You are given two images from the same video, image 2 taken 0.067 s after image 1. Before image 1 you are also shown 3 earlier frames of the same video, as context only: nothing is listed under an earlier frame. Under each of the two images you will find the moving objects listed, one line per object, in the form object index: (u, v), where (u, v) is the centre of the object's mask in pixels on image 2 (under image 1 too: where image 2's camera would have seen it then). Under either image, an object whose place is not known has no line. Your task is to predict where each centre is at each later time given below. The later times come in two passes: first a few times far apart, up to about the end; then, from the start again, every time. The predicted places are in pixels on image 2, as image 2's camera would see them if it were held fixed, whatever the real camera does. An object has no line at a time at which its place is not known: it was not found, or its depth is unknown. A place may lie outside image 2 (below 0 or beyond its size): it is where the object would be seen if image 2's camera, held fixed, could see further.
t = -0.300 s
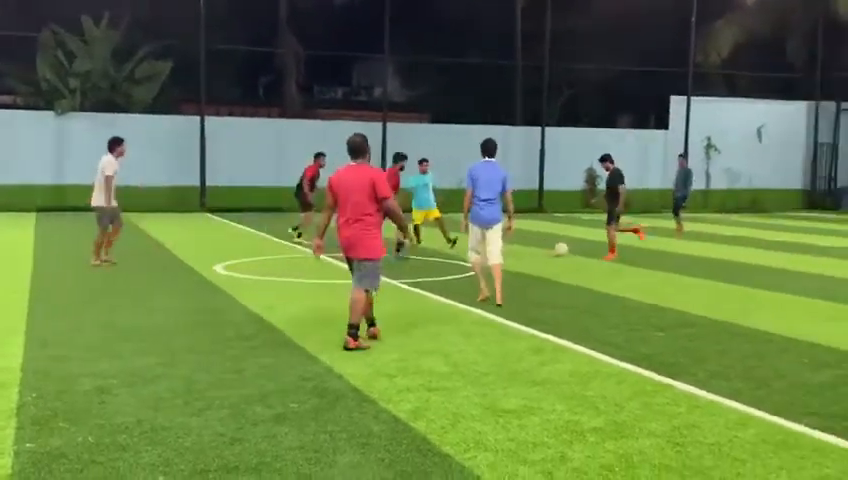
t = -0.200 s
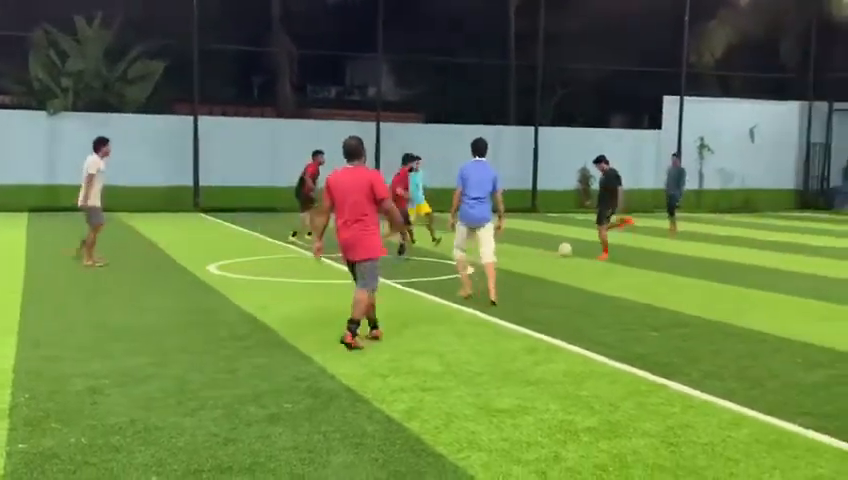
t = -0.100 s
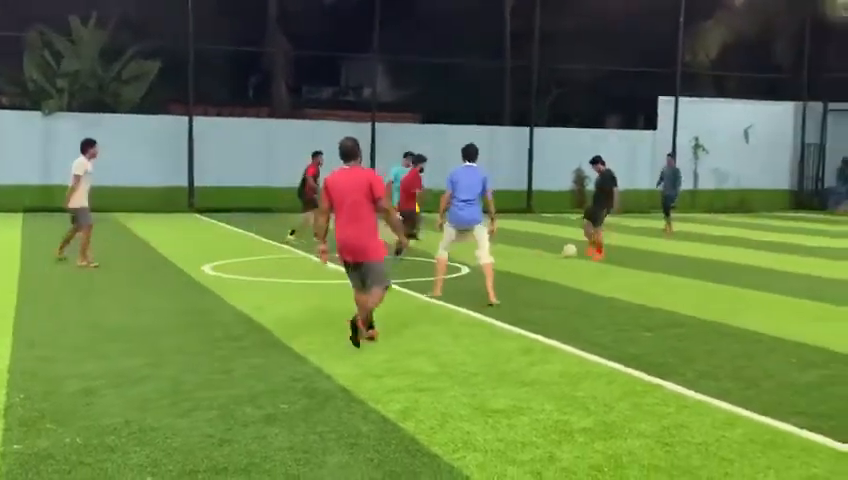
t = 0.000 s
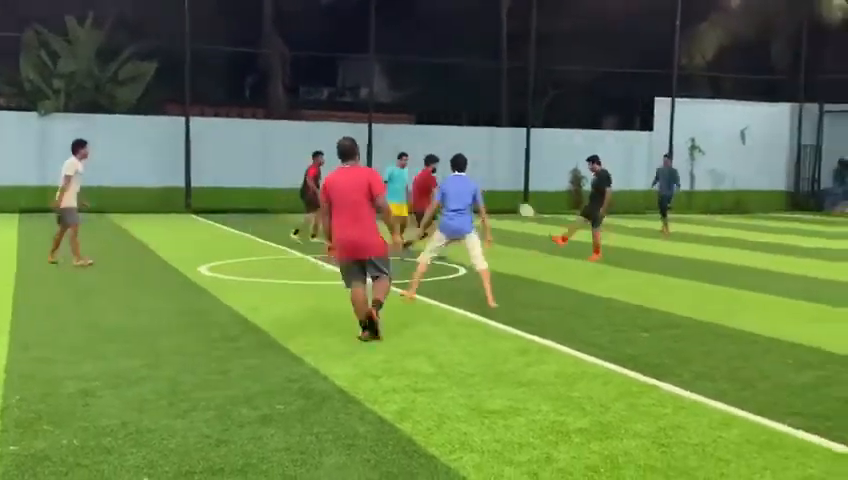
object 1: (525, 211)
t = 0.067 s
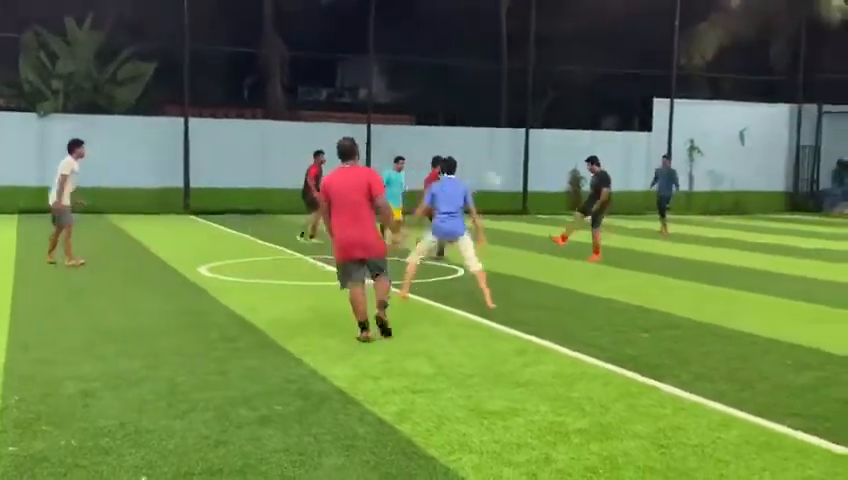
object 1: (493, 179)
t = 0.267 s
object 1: (396, 95)
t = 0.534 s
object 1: (266, 14)
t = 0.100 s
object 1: (476, 163)
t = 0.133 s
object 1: (461, 148)
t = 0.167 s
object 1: (444, 132)
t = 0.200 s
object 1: (428, 120)
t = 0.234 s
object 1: (412, 107)
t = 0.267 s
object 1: (396, 95)
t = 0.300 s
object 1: (380, 82)
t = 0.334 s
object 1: (364, 71)
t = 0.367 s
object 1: (347, 60)
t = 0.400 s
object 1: (331, 49)
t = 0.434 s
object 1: (314, 39)
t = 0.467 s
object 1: (299, 30)
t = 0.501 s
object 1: (282, 22)
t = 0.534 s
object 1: (266, 14)
